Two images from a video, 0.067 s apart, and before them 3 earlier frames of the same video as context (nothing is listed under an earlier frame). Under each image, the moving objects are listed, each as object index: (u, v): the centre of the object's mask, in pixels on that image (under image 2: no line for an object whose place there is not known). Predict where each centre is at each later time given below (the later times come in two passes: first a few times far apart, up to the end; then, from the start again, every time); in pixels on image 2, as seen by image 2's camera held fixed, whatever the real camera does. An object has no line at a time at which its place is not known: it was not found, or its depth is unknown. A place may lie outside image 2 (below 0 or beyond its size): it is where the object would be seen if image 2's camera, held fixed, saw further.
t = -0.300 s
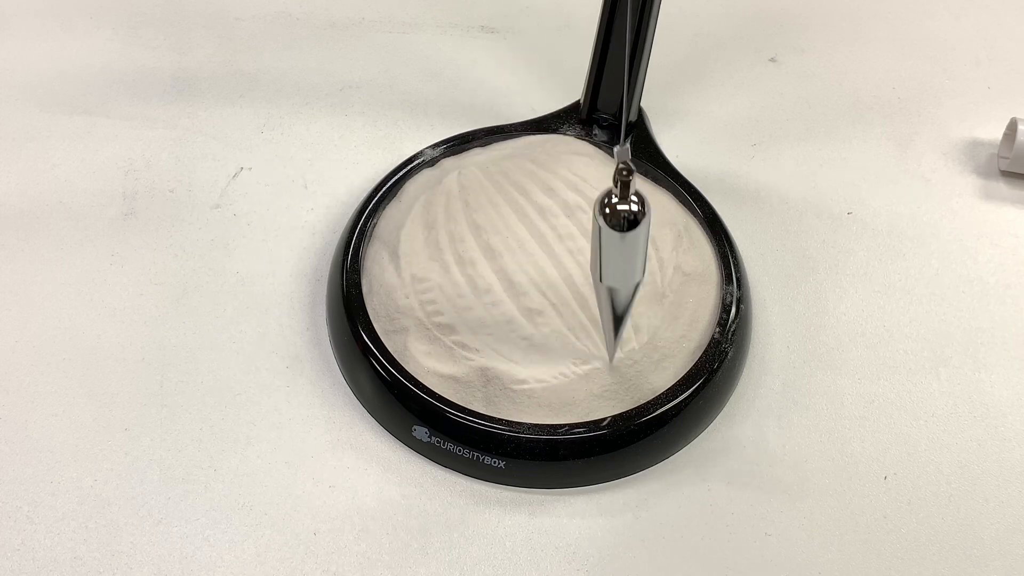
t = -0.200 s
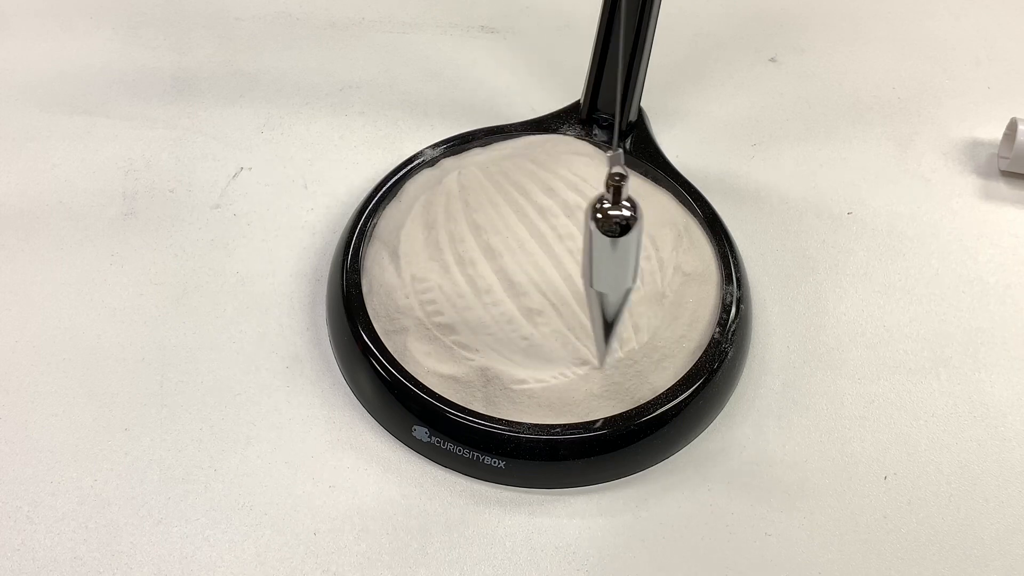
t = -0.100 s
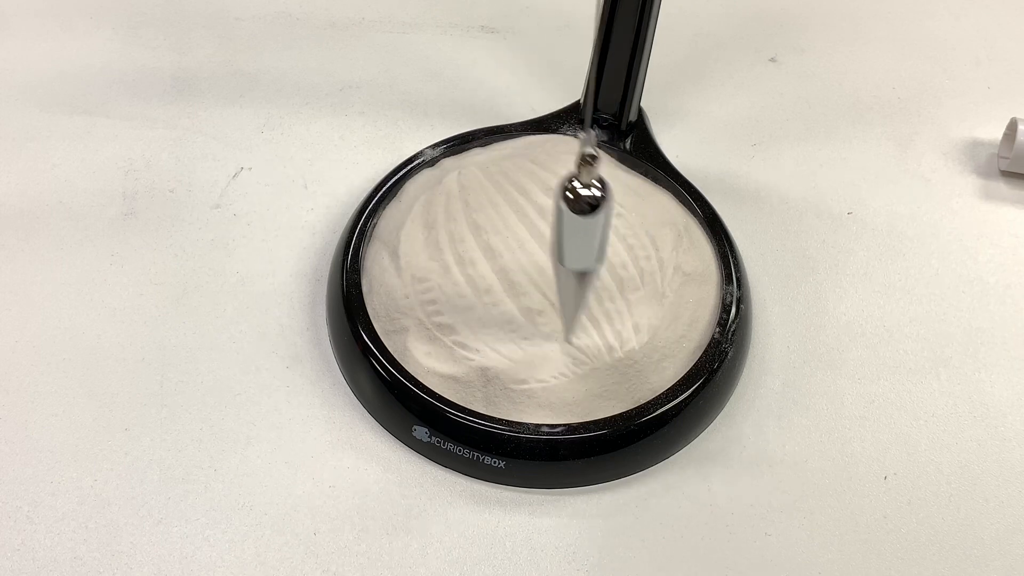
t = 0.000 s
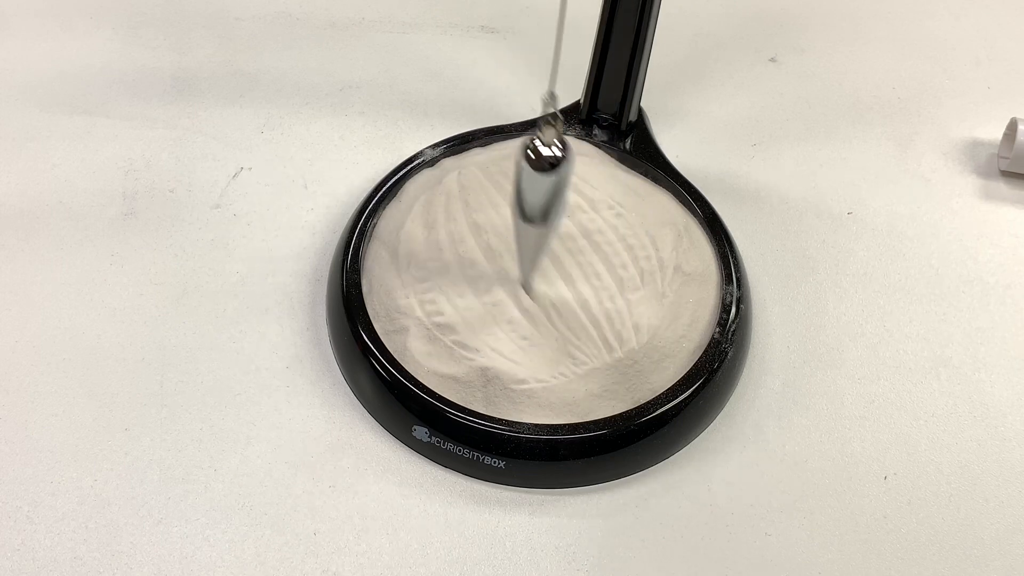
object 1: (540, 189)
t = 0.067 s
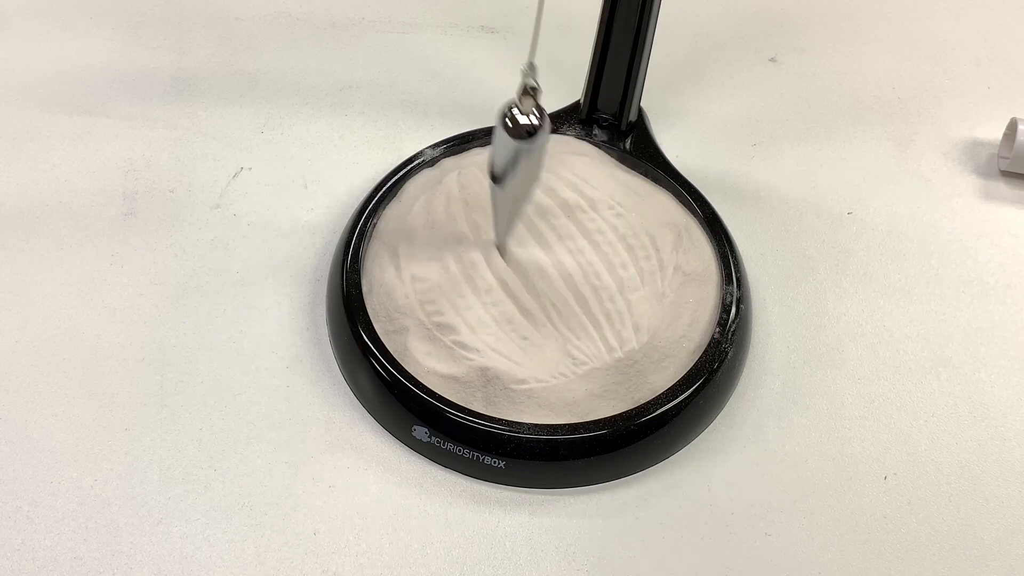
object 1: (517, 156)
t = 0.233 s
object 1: (494, 93)
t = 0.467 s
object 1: (551, 121)
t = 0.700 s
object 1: (617, 219)
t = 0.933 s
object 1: (572, 237)
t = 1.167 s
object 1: (495, 147)
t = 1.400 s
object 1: (521, 97)
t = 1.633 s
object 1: (603, 158)
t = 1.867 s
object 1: (603, 232)
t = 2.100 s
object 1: (513, 204)
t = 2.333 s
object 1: (494, 122)
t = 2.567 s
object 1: (574, 117)
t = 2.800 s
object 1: (622, 188)
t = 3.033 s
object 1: (551, 226)
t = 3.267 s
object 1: (481, 170)
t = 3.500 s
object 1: (532, 118)
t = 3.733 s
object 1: (618, 144)
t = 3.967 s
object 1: (597, 205)
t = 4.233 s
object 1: (489, 199)
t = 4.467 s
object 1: (503, 144)
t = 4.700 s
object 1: (598, 128)
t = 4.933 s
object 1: (619, 173)
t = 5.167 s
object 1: (528, 207)
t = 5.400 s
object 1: (479, 178)
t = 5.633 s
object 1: (553, 141)
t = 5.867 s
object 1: (624, 145)
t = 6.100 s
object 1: (577, 183)
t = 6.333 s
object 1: (490, 194)
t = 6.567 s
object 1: (508, 169)
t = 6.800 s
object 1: (598, 144)
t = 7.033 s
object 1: (611, 155)
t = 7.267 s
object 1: (528, 184)
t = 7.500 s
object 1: (491, 185)
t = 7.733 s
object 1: (562, 164)
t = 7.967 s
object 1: (613, 149)
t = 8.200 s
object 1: (565, 163)
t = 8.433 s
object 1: (499, 183)
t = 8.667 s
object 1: (524, 183)
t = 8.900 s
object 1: (594, 161)
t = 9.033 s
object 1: (605, 151)
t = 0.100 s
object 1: (508, 140)
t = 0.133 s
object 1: (501, 125)
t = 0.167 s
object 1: (496, 112)
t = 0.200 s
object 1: (494, 101)
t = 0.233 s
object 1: (494, 93)
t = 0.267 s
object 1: (497, 88)
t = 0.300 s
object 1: (501, 87)
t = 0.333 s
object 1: (508, 88)
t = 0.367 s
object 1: (517, 93)
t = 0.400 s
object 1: (528, 99)
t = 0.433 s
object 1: (539, 109)
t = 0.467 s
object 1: (551, 121)
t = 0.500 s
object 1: (563, 134)
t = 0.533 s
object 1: (576, 148)
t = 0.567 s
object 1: (587, 163)
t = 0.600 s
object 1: (598, 178)
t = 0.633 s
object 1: (606, 193)
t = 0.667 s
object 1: (613, 206)
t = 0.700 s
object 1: (617, 219)
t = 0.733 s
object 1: (617, 229)
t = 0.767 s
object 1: (616, 237)
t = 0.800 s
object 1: (612, 242)
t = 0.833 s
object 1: (605, 245)
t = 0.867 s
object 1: (595, 246)
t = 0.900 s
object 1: (584, 243)
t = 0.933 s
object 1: (572, 237)
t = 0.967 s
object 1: (558, 229)
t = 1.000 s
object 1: (544, 217)
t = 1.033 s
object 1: (531, 205)
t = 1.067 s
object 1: (520, 192)
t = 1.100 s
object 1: (509, 176)
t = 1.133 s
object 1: (501, 161)
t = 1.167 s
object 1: (495, 147)
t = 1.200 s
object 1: (492, 133)
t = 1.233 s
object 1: (491, 121)
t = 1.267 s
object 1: (492, 111)
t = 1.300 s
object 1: (497, 104)
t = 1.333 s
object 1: (503, 99)
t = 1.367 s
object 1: (511, 96)
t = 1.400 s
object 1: (521, 97)
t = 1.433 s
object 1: (533, 100)
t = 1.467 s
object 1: (545, 105)
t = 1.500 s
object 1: (558, 113)
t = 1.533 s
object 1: (570, 123)
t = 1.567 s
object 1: (583, 132)
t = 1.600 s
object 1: (594, 146)
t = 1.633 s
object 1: (603, 158)
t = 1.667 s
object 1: (611, 172)
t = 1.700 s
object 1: (617, 185)
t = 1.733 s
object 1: (619, 197)
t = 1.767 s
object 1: (619, 208)
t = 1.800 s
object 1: (617, 218)
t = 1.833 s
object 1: (611, 226)
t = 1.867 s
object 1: (603, 232)
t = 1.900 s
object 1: (593, 236)
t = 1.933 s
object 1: (581, 237)
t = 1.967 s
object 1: (567, 236)
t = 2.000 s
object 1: (553, 231)
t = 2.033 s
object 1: (539, 223)
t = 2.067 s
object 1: (526, 214)
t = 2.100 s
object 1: (513, 204)
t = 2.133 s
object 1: (503, 192)
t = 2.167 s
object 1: (495, 179)
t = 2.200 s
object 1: (489, 166)
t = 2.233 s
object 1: (486, 153)
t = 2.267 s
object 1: (486, 142)
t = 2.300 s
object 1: (489, 131)
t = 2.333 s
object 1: (494, 122)
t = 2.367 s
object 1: (501, 115)
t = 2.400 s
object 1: (511, 110)
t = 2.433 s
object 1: (522, 107)
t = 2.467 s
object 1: (534, 107)
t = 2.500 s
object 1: (547, 108)
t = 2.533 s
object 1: (561, 112)
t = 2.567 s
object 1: (574, 117)
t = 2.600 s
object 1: (587, 125)
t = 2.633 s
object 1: (598, 133)
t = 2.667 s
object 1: (608, 144)
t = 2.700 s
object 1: (615, 155)
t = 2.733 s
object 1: (620, 166)
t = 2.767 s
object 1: (623, 177)
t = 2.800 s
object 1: (622, 188)
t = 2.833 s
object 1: (619, 199)
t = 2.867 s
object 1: (613, 207)
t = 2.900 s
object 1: (604, 216)
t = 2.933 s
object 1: (593, 221)
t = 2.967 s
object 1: (581, 225)
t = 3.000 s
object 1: (566, 226)
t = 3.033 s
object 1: (551, 226)
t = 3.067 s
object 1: (537, 223)
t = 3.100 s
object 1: (523, 217)
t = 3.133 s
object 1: (510, 211)
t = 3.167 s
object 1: (499, 202)
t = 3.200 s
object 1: (491, 192)
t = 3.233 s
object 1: (484, 181)
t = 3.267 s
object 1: (481, 170)
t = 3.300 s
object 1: (481, 160)
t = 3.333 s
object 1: (484, 150)
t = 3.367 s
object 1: (490, 141)
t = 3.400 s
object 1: (497, 134)
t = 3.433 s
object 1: (507, 126)
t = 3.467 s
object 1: (519, 122)
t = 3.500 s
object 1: (532, 118)
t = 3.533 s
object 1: (546, 117)
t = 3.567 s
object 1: (561, 117)
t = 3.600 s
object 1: (575, 119)
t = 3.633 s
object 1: (588, 124)
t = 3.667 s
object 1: (600, 128)
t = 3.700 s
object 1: (610, 135)
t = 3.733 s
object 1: (618, 144)
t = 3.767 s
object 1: (623, 152)
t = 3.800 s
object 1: (626, 162)
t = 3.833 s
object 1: (625, 171)
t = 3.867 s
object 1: (622, 180)
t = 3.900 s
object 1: (616, 190)
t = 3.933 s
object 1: (608, 198)
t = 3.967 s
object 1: (597, 205)
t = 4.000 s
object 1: (583, 211)
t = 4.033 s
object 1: (569, 214)
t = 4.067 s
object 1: (554, 216)
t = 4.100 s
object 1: (538, 216)
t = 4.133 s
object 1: (524, 214)
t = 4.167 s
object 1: (510, 211)
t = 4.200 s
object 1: (499, 206)
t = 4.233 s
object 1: (489, 199)
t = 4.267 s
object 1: (482, 191)
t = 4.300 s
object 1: (479, 183)
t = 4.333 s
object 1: (478, 175)
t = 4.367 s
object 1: (480, 166)
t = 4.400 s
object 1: (486, 158)
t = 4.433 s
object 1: (493, 150)
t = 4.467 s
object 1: (503, 144)
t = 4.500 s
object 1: (516, 138)
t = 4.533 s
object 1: (529, 133)
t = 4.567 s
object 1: (543, 129)
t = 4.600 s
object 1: (558, 127)
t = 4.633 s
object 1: (573, 126)
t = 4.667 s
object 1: (586, 127)
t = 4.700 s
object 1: (598, 128)
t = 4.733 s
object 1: (609, 132)
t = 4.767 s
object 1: (617, 137)
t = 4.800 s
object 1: (623, 144)
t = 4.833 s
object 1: (626, 150)
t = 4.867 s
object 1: (626, 158)
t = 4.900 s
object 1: (624, 165)
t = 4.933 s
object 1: (619, 173)
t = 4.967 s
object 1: (610, 180)
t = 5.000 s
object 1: (600, 187)
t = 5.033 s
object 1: (587, 193)
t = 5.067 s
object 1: (573, 199)
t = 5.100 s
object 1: (558, 202)
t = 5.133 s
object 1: (542, 206)
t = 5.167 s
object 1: (528, 207)
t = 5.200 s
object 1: (514, 206)
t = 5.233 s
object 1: (502, 204)
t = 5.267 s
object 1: (492, 200)
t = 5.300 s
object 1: (484, 195)
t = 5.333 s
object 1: (479, 190)
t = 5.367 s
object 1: (478, 184)
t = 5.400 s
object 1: (479, 178)
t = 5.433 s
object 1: (483, 172)
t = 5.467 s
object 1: (491, 165)
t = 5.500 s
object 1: (500, 159)
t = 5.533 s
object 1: (511, 154)
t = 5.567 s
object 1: (524, 149)
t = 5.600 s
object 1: (538, 145)
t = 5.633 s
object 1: (553, 141)
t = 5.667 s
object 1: (567, 138)
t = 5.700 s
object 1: (581, 136)
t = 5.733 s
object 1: (594, 135)
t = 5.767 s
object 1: (605, 136)
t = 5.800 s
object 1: (614, 138)
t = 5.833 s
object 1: (620, 141)
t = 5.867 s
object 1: (624, 145)
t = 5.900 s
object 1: (625, 149)
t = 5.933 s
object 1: (623, 155)
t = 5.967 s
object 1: (619, 160)
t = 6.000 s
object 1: (612, 165)
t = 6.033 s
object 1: (602, 171)
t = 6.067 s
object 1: (591, 176)
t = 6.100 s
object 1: (577, 183)
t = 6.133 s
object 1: (563, 188)
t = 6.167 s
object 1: (548, 192)
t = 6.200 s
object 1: (534, 195)
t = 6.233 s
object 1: (521, 196)
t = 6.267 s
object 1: (508, 196)
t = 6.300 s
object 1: (498, 196)
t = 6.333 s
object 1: (490, 194)
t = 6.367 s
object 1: (484, 192)
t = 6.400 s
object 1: (481, 189)
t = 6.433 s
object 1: (481, 186)
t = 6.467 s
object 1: (484, 181)
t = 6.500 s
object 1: (490, 177)
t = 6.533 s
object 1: (498, 173)
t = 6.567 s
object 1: (508, 169)
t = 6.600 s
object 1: (521, 164)
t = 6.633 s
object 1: (534, 160)
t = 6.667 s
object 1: (548, 156)
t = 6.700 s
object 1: (561, 153)
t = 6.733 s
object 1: (575, 149)
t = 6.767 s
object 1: (587, 146)
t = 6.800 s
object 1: (598, 144)
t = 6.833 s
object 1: (607, 143)
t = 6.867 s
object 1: (614, 143)
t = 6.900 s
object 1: (619, 145)
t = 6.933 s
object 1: (620, 147)
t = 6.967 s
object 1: (620, 149)
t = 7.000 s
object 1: (616, 152)
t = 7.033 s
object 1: (611, 155)
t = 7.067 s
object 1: (602, 159)
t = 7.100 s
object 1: (592, 163)
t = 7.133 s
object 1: (581, 168)
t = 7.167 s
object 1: (568, 173)
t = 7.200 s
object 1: (555, 177)
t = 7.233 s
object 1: (541, 180)
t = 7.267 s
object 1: (528, 184)
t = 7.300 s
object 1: (517, 186)
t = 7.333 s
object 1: (506, 188)
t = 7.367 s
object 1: (498, 188)
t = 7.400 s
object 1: (492, 189)
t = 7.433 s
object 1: (489, 188)
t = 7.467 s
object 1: (488, 187)
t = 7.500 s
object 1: (491, 185)
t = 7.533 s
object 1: (497, 183)
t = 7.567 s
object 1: (504, 181)
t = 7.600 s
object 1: (513, 177)
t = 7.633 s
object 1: (525, 174)
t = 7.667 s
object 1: (537, 171)
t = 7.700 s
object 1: (549, 167)
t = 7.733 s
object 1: (562, 164)
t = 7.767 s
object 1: (574, 160)
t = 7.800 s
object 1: (584, 157)
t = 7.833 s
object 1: (594, 154)
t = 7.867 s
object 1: (602, 152)
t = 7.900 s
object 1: (608, 150)
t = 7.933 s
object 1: (612, 149)
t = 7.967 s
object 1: (613, 149)
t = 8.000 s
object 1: (612, 149)
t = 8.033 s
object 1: (609, 149)
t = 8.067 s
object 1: (603, 151)
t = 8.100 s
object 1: (596, 153)
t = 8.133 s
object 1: (587, 156)
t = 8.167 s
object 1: (576, 159)
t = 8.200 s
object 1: (565, 163)
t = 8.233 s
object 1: (553, 166)
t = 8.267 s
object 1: (541, 170)
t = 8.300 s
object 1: (530, 173)
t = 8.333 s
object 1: (520, 176)
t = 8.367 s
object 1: (511, 179)
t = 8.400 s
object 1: (504, 181)
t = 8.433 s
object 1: (499, 183)
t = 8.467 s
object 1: (496, 185)
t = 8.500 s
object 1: (496, 185)
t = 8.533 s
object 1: (497, 186)
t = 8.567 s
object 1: (501, 186)
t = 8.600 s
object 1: (507, 186)
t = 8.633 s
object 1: (515, 185)
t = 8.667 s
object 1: (524, 183)
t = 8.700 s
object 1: (535, 181)
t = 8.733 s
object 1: (545, 179)
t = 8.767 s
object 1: (557, 175)
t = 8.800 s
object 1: (567, 172)
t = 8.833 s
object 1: (577, 168)
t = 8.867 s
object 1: (586, 164)
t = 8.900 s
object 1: (594, 161)
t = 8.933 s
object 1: (600, 158)
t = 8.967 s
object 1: (603, 155)
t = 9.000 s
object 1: (605, 153)
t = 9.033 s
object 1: (605, 151)
